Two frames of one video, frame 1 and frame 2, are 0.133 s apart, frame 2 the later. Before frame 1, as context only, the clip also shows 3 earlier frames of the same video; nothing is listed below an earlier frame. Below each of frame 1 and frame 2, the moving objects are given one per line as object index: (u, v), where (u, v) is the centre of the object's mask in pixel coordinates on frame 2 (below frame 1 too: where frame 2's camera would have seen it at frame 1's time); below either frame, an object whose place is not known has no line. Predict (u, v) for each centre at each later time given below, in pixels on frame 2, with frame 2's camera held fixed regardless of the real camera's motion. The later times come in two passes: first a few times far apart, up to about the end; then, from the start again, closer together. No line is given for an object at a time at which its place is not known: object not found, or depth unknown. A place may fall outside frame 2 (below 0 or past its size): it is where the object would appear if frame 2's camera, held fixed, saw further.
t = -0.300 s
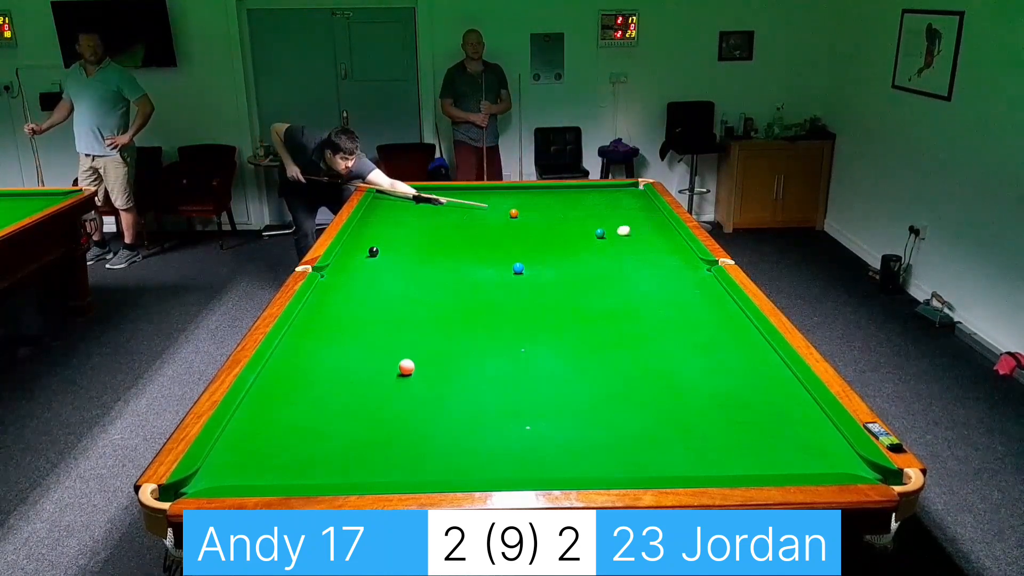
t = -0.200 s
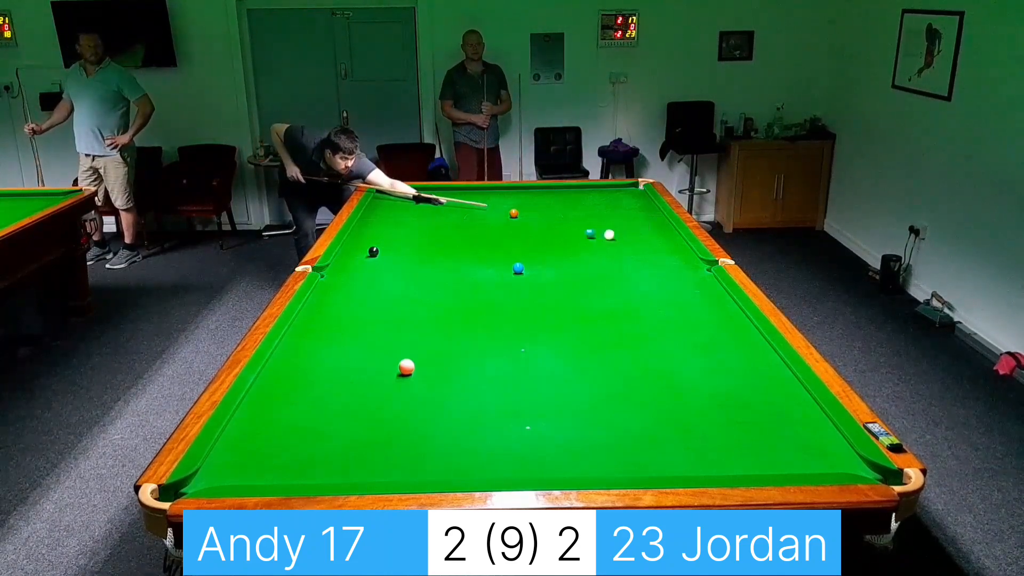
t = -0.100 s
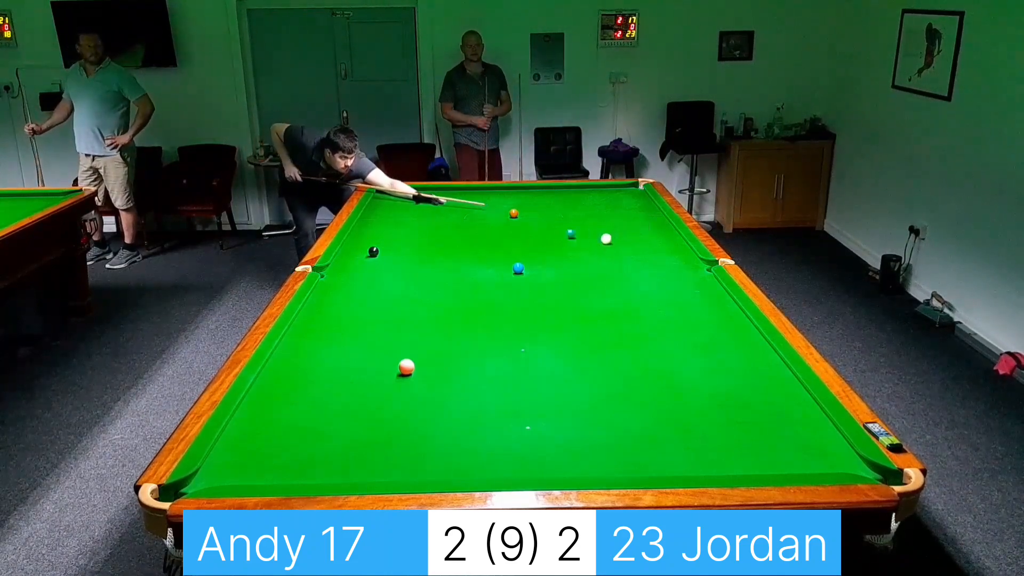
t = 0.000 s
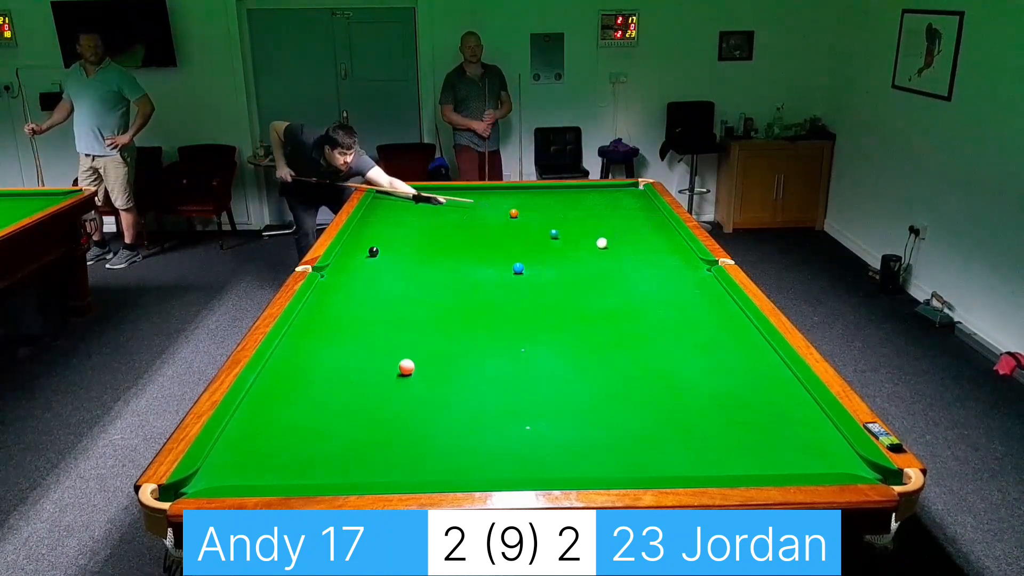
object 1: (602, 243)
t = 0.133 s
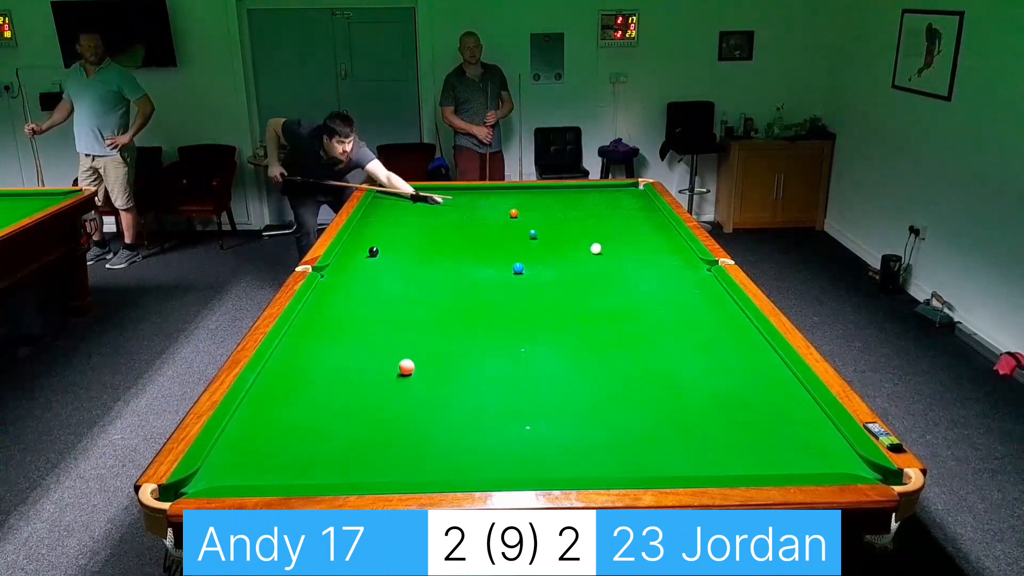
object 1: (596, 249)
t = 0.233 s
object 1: (591, 253)
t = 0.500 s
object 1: (578, 265)
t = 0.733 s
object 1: (567, 277)
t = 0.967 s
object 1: (554, 288)
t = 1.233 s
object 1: (539, 303)
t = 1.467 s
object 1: (525, 316)
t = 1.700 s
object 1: (510, 330)
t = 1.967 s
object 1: (492, 347)
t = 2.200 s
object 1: (475, 363)
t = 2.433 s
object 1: (458, 379)
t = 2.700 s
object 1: (436, 400)
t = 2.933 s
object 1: (416, 419)
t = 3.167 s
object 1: (394, 439)
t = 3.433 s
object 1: (368, 463)
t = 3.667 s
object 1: (347, 476)
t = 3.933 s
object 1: (339, 464)
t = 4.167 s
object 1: (332, 453)
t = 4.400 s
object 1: (326, 442)
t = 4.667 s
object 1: (320, 432)
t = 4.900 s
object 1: (315, 425)
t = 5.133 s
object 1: (311, 418)
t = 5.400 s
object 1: (307, 411)
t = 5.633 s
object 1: (304, 406)
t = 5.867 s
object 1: (302, 402)
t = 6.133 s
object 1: (299, 398)
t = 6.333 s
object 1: (298, 396)
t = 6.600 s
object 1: (297, 393)
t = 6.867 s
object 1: (296, 391)
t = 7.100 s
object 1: (295, 391)
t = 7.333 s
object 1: (295, 391)
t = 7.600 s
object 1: (295, 391)
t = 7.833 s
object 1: (295, 391)
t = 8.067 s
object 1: (295, 391)
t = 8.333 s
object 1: (295, 391)
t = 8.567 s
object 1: (295, 391)
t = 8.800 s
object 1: (295, 391)
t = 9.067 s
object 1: (295, 391)
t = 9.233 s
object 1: (295, 391)
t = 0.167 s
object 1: (594, 250)
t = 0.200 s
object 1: (593, 252)
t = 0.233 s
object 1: (591, 253)
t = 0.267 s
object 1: (590, 255)
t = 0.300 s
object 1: (588, 256)
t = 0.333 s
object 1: (586, 258)
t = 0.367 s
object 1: (585, 259)
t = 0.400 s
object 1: (583, 261)
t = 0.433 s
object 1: (582, 262)
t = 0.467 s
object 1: (580, 264)
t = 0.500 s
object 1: (578, 265)
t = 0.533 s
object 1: (577, 267)
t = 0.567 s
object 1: (575, 268)
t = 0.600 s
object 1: (573, 270)
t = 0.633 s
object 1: (572, 272)
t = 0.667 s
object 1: (570, 273)
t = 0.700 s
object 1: (568, 275)
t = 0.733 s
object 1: (567, 277)
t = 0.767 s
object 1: (565, 278)
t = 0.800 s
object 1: (563, 280)
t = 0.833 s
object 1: (561, 282)
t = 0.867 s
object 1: (559, 283)
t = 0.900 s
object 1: (558, 285)
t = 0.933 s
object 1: (556, 287)
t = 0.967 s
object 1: (554, 288)
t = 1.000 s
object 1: (552, 290)
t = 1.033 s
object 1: (551, 292)
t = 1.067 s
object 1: (548, 294)
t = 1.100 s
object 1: (547, 296)
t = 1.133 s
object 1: (545, 297)
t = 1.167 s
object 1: (543, 299)
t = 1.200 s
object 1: (541, 301)
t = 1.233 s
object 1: (539, 303)
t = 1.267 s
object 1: (537, 305)
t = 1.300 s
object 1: (535, 307)
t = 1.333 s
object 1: (533, 309)
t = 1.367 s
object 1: (531, 311)
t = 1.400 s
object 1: (529, 312)
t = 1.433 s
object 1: (527, 314)
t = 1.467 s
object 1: (525, 316)
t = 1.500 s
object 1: (523, 318)
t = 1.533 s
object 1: (521, 320)
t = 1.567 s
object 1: (519, 322)
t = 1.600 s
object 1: (517, 324)
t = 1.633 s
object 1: (515, 326)
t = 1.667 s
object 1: (512, 328)
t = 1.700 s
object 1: (510, 330)
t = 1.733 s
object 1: (508, 332)
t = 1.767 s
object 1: (506, 335)
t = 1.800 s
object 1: (504, 337)
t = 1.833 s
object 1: (501, 339)
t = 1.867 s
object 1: (499, 341)
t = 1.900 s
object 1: (497, 343)
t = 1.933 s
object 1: (494, 345)
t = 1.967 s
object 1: (492, 347)
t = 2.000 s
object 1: (490, 350)
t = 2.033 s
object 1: (487, 352)
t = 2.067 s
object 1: (485, 354)
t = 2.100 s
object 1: (483, 356)
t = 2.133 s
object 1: (480, 358)
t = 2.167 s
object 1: (478, 361)
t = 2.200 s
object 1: (475, 363)
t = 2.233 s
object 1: (473, 365)
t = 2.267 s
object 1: (471, 368)
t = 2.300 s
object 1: (468, 370)
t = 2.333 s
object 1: (466, 372)
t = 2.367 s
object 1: (463, 375)
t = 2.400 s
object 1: (460, 377)
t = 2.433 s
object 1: (458, 379)
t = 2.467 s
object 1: (455, 382)
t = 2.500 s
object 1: (452, 385)
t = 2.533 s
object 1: (450, 387)
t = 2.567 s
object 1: (447, 390)
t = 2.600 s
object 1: (444, 393)
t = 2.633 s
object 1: (441, 395)
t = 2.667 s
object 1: (439, 398)
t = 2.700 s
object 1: (436, 400)
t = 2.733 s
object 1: (433, 403)
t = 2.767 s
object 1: (430, 406)
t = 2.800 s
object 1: (428, 408)
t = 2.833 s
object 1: (424, 411)
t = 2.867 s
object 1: (422, 414)
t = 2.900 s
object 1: (419, 416)
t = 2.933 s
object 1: (416, 419)
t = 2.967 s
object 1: (413, 422)
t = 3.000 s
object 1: (410, 425)
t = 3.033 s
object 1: (407, 428)
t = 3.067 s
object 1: (404, 430)
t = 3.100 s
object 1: (400, 433)
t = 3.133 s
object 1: (397, 436)
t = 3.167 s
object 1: (394, 439)
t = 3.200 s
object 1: (391, 442)
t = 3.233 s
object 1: (388, 445)
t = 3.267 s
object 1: (385, 448)
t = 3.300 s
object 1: (381, 451)
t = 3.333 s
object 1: (378, 454)
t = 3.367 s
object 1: (375, 457)
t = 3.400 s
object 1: (372, 460)
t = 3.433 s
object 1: (368, 463)
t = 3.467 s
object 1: (365, 466)
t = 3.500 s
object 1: (362, 469)
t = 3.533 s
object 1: (359, 471)
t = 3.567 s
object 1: (356, 472)
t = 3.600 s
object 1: (353, 474)
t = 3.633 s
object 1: (350, 476)
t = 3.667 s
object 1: (347, 476)
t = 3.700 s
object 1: (346, 475)
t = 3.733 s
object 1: (345, 474)
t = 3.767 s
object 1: (344, 472)
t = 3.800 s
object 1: (343, 471)
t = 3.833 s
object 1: (342, 469)
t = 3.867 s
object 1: (341, 467)
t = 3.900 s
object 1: (340, 465)
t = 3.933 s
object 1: (339, 464)
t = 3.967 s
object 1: (338, 462)
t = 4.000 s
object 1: (337, 460)
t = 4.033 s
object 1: (336, 459)
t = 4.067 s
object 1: (335, 457)
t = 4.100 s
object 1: (334, 456)
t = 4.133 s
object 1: (333, 454)
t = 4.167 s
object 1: (332, 453)
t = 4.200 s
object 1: (331, 451)
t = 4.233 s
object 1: (330, 450)
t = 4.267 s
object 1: (329, 448)
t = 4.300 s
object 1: (328, 447)
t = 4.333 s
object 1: (327, 445)
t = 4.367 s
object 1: (327, 444)
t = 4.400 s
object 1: (326, 442)
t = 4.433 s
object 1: (325, 441)
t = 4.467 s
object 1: (324, 440)
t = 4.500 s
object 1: (323, 438)
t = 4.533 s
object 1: (322, 437)
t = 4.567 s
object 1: (322, 436)
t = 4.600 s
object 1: (321, 435)
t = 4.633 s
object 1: (320, 434)
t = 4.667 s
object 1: (320, 432)
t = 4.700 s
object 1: (319, 431)
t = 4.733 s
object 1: (318, 430)
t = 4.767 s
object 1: (317, 429)
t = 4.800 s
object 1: (317, 428)
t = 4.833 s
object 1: (316, 427)
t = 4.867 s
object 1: (315, 426)
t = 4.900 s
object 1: (315, 425)
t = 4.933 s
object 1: (314, 424)
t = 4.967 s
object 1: (313, 423)
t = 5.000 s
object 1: (313, 422)
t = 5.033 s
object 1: (312, 421)
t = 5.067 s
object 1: (312, 420)
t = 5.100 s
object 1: (311, 419)
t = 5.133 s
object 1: (311, 418)
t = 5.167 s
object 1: (310, 417)
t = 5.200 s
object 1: (310, 416)
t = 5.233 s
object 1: (309, 415)
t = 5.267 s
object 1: (309, 414)
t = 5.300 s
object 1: (308, 414)
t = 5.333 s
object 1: (308, 413)
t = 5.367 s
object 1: (307, 412)
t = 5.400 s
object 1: (307, 411)
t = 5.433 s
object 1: (306, 411)
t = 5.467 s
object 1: (306, 410)
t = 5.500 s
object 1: (305, 409)
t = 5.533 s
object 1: (305, 408)
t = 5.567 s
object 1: (305, 408)
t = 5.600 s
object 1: (304, 407)
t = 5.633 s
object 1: (304, 406)
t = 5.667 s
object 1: (304, 405)
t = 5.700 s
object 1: (303, 405)
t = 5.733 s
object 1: (303, 404)
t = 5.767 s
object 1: (303, 404)
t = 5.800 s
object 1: (302, 403)
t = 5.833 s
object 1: (302, 403)
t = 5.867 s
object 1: (302, 402)
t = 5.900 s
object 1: (301, 402)
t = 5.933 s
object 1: (301, 401)
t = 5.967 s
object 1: (301, 400)
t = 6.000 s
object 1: (300, 400)
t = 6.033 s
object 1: (300, 400)
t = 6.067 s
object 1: (300, 399)
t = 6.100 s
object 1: (300, 399)
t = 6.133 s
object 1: (299, 398)
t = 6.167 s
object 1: (299, 397)
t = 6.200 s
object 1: (299, 397)
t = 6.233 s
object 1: (299, 397)
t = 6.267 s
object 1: (299, 396)
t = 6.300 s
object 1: (298, 396)
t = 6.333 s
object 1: (298, 396)
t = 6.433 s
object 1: (301, 392)
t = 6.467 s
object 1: (298, 394)
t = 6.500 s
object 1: (298, 394)
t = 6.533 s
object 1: (297, 393)
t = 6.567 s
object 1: (297, 393)
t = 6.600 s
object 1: (297, 393)
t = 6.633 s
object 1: (297, 393)
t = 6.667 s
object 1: (297, 392)
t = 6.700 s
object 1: (297, 392)
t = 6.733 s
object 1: (296, 392)
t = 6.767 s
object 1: (296, 392)
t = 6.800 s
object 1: (296, 392)
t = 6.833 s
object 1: (296, 392)
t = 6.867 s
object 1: (296, 391)
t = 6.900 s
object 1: (296, 391)
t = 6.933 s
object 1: (296, 391)
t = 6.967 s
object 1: (296, 391)
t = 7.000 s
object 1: (296, 391)
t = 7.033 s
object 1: (295, 391)
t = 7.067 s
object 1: (295, 391)
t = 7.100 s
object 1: (295, 391)
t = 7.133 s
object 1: (295, 391)
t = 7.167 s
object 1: (295, 391)
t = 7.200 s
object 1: (295, 391)
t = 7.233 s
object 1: (295, 391)
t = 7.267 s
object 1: (295, 391)
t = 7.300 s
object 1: (295, 391)
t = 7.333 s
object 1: (295, 391)
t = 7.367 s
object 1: (295, 391)
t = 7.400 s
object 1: (295, 391)
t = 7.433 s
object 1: (295, 391)
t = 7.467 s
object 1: (295, 391)
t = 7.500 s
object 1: (295, 391)
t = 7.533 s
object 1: (295, 391)
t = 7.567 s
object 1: (295, 391)
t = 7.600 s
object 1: (295, 391)
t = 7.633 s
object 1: (295, 391)
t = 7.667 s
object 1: (295, 391)
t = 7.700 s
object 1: (295, 391)
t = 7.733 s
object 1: (295, 391)
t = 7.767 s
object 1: (295, 391)
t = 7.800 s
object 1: (295, 391)
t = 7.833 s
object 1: (295, 391)
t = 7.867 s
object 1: (295, 391)
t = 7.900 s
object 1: (295, 391)
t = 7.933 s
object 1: (295, 391)
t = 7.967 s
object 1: (295, 391)
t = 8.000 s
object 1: (295, 391)
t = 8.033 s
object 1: (295, 391)
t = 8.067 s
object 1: (295, 391)
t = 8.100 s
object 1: (295, 391)
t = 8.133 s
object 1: (295, 391)
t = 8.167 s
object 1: (295, 391)
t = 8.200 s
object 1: (295, 391)
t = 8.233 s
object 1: (295, 391)
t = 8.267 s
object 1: (295, 391)
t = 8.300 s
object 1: (295, 391)
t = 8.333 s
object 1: (295, 391)
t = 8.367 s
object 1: (295, 391)
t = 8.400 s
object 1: (295, 391)
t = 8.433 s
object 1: (295, 391)
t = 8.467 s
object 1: (295, 391)
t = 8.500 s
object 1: (295, 391)
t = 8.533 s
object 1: (295, 391)
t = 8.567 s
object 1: (295, 391)
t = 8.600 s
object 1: (295, 391)
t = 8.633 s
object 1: (295, 391)
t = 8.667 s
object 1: (295, 391)
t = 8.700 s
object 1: (295, 391)
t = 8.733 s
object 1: (295, 391)
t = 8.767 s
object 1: (295, 391)
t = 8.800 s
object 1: (295, 391)
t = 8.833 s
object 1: (295, 391)
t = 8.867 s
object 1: (295, 391)
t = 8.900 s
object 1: (295, 391)
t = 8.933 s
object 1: (295, 391)
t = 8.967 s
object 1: (295, 391)
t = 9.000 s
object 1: (295, 391)
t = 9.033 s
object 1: (295, 391)
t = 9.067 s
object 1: (295, 391)
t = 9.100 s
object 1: (295, 391)
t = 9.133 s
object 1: (295, 391)
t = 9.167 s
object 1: (295, 391)
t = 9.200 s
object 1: (295, 391)
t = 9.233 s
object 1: (295, 391)
